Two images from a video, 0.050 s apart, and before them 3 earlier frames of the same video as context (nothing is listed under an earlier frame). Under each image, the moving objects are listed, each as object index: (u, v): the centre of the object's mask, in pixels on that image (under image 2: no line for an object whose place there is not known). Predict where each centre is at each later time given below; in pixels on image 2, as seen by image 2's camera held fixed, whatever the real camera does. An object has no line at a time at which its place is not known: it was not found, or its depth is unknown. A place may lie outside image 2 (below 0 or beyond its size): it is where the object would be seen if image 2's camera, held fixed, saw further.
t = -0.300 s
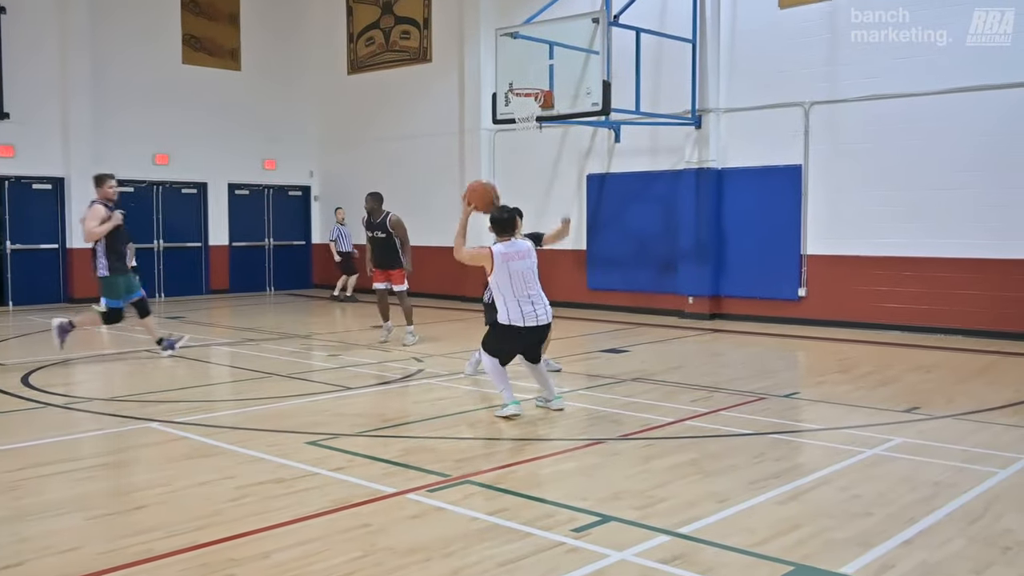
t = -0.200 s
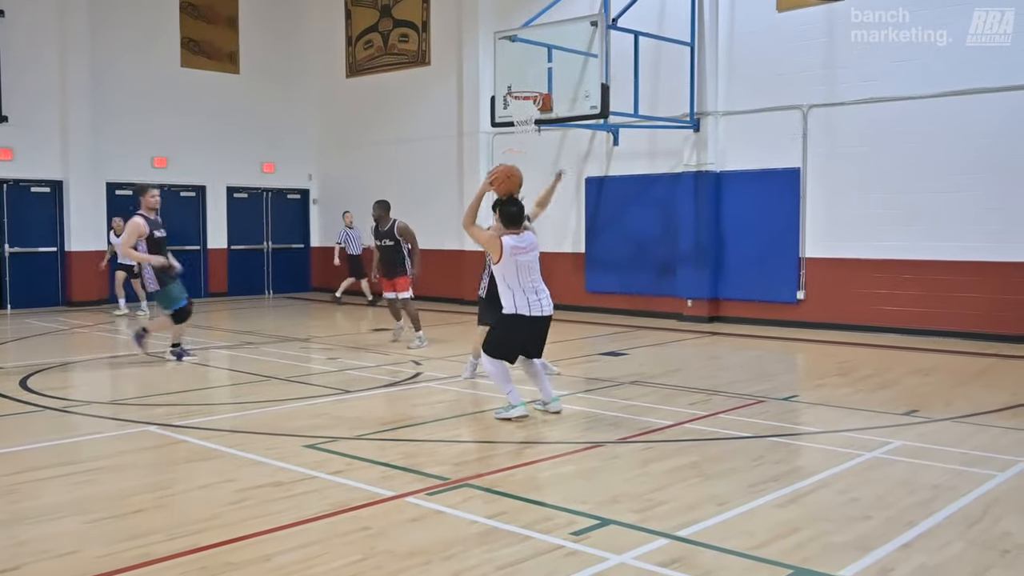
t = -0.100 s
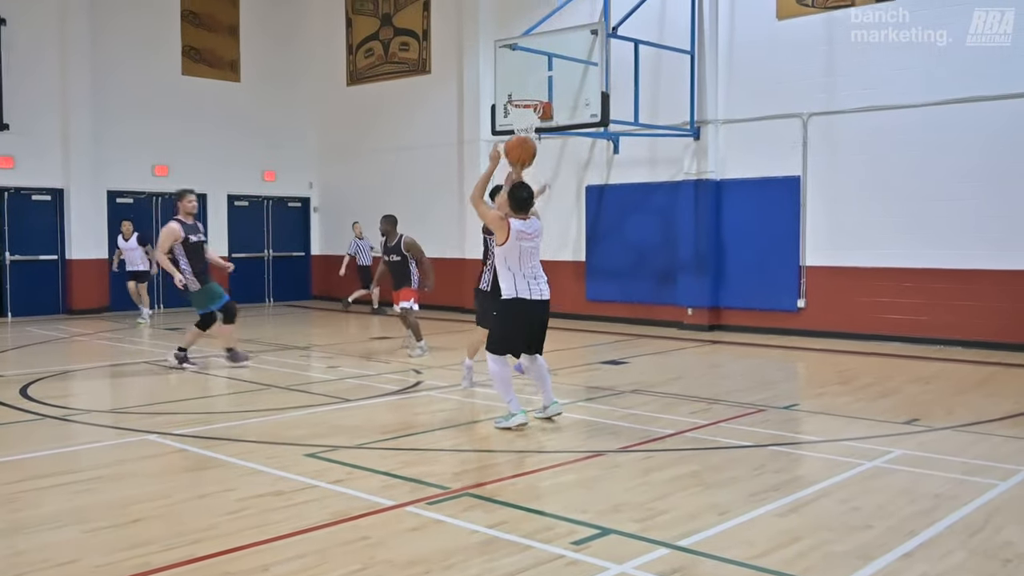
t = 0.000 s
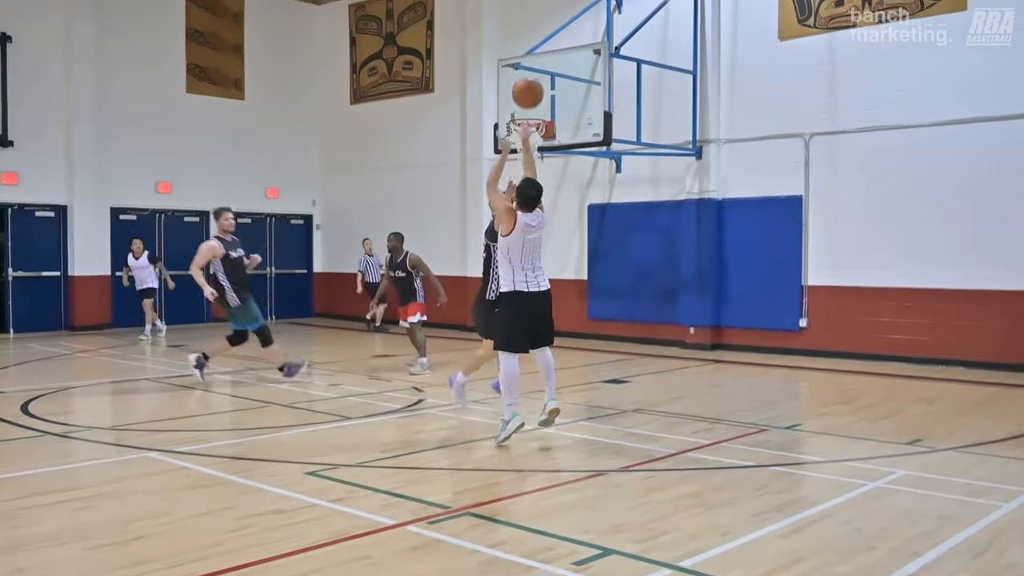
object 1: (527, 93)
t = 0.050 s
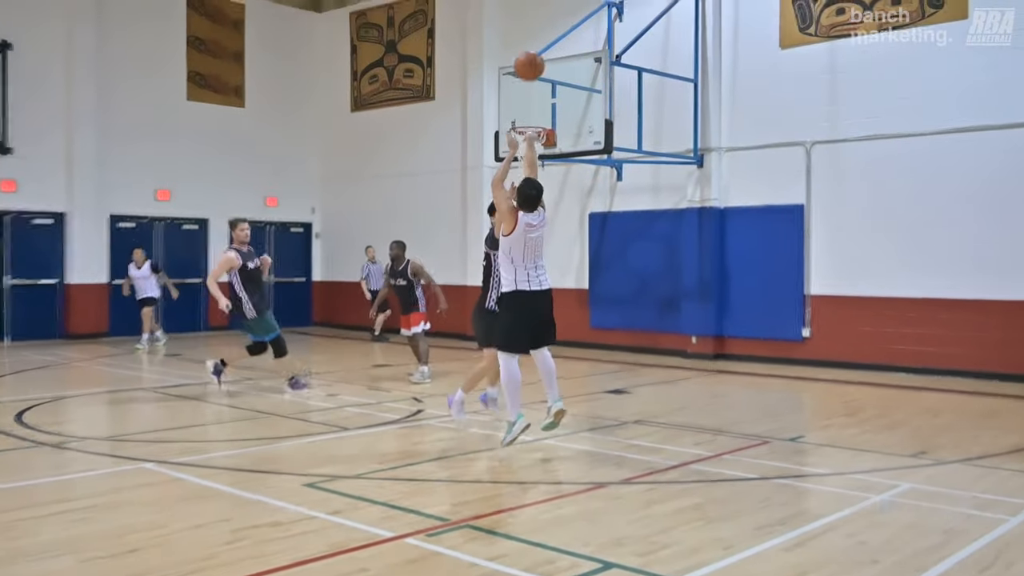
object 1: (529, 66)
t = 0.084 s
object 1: (529, 42)
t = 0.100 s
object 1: (529, 34)
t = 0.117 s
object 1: (529, 26)
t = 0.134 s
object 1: (529, 18)
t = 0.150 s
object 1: (529, 10)
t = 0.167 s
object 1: (529, 3)
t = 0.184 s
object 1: (529, -4)
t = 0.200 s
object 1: (529, -11)
